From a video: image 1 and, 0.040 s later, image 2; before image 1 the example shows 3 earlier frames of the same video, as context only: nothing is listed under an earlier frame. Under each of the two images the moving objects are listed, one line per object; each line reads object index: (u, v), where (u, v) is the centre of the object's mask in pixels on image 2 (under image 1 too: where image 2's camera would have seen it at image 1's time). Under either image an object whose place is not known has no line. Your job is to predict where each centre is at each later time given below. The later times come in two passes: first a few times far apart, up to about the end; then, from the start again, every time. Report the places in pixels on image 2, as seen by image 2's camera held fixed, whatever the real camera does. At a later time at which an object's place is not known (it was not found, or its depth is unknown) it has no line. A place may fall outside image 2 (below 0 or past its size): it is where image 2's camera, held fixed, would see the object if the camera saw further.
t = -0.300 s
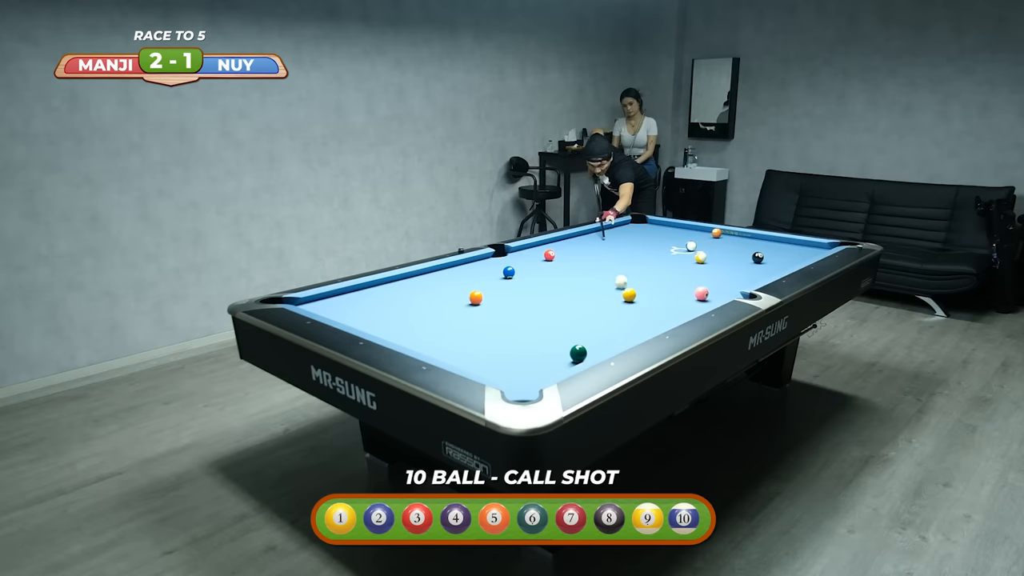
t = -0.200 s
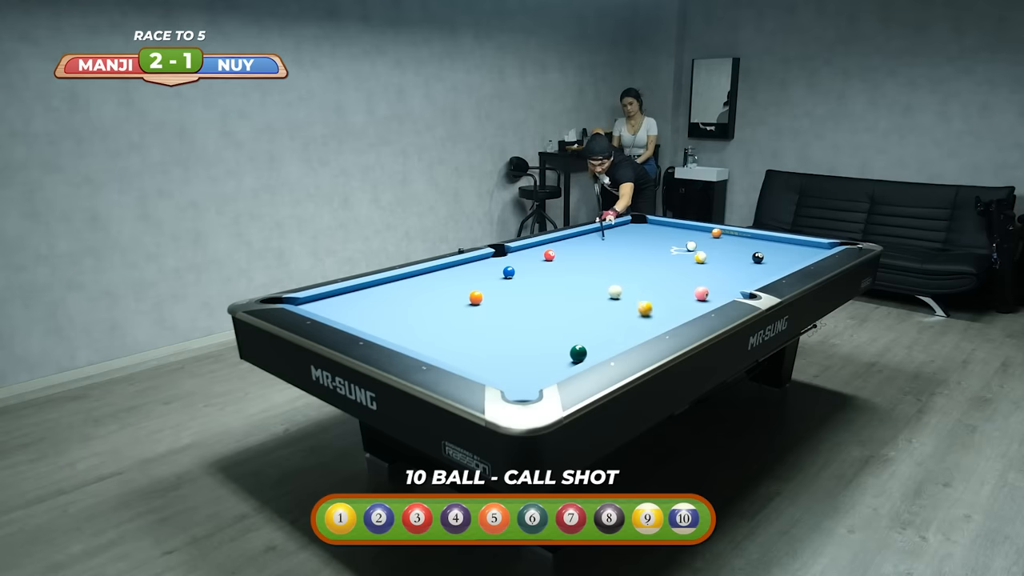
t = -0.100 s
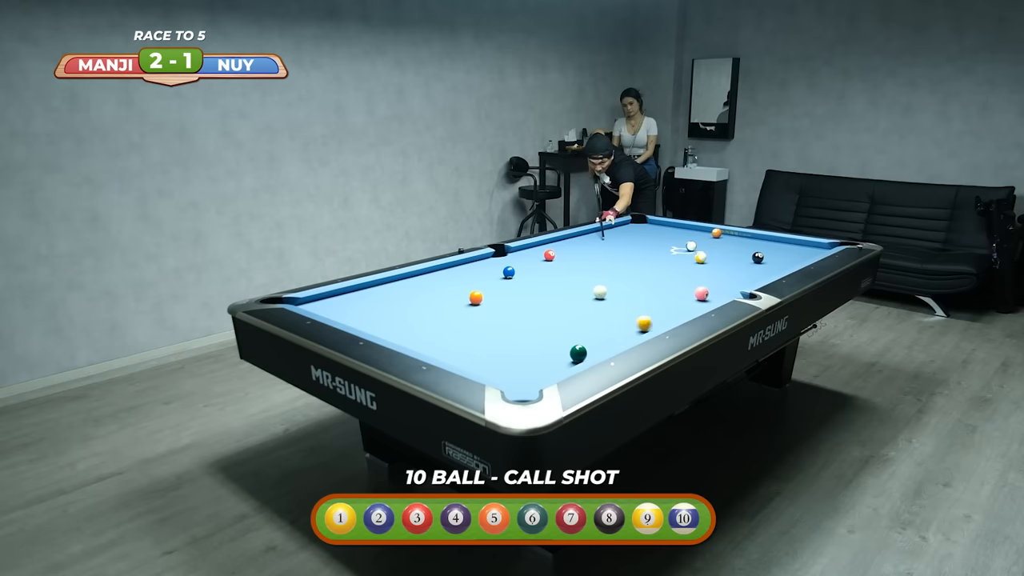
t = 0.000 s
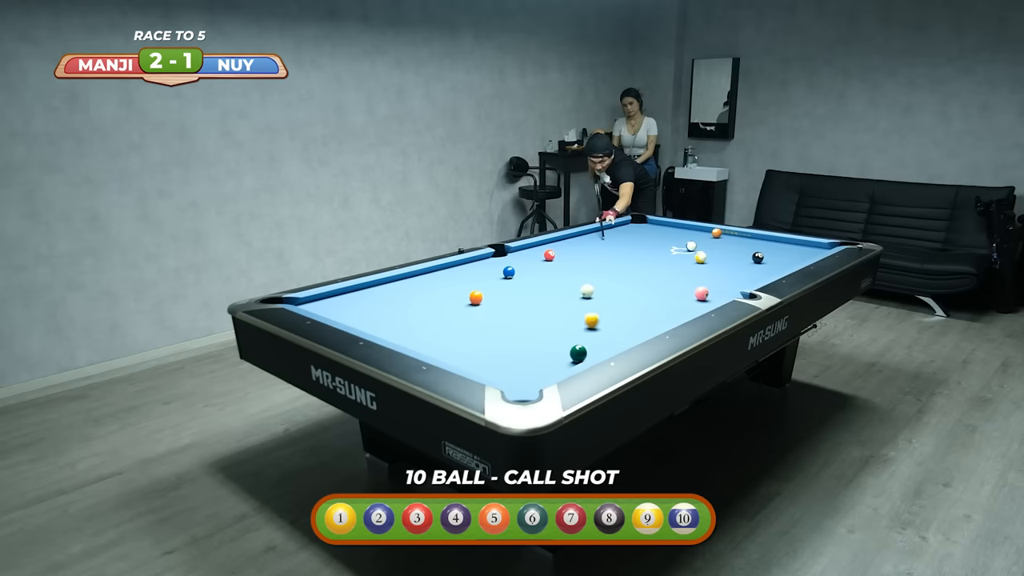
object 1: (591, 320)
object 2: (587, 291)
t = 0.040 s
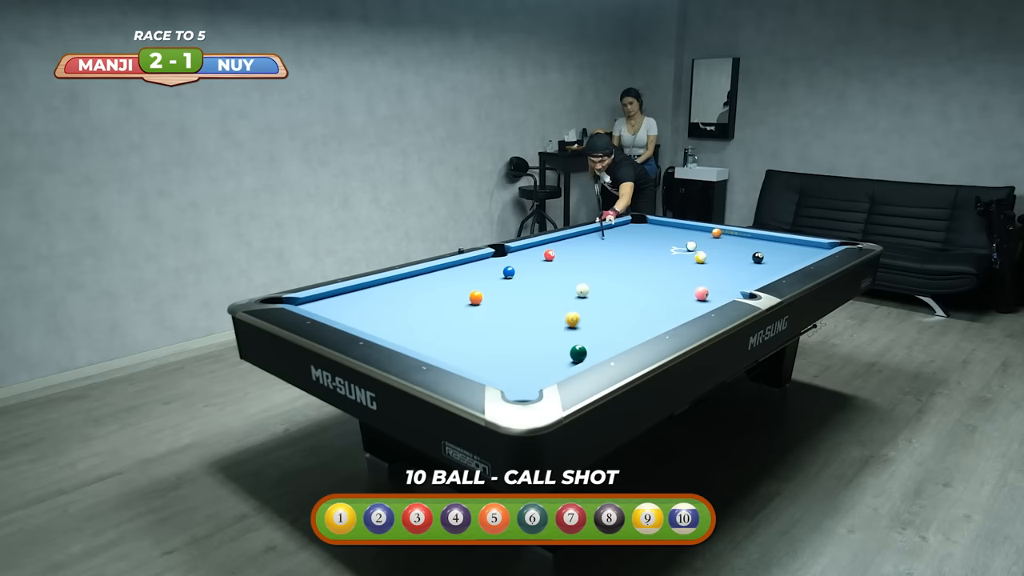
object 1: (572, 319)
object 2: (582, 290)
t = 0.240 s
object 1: (489, 316)
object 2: (560, 287)
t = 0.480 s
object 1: (401, 312)
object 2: (535, 283)
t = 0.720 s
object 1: (317, 308)
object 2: (513, 279)
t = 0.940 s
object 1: (310, 304)
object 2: (493, 276)
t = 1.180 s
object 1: (331, 311)
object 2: (474, 273)
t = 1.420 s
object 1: (350, 318)
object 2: (456, 270)
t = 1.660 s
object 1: (370, 325)
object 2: (442, 268)
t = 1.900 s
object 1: (391, 332)
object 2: (448, 270)
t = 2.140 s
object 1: (411, 339)
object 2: (453, 272)
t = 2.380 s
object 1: (431, 346)
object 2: (457, 274)
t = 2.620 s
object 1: (452, 353)
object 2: (462, 275)
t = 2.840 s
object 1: (470, 360)
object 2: (466, 276)
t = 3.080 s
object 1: (490, 367)
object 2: (469, 278)
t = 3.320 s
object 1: (510, 375)
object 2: (472, 278)
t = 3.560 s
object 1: (530, 382)
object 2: (474, 279)
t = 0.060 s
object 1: (563, 319)
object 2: (580, 290)
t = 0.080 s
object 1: (554, 319)
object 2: (577, 290)
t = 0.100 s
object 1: (545, 318)
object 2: (575, 289)
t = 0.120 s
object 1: (536, 318)
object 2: (573, 289)
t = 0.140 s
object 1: (528, 318)
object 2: (571, 289)
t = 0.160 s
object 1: (520, 317)
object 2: (569, 288)
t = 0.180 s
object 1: (512, 317)
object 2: (566, 288)
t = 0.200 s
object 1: (504, 316)
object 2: (564, 287)
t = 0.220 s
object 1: (496, 316)
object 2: (562, 287)
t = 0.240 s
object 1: (489, 316)
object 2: (560, 287)
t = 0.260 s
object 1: (481, 316)
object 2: (558, 286)
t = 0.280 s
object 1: (473, 315)
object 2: (556, 286)
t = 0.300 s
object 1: (466, 315)
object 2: (554, 286)
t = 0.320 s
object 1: (458, 315)
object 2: (552, 285)
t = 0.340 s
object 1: (451, 314)
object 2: (550, 285)
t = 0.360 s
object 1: (444, 314)
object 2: (548, 285)
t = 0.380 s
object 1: (437, 314)
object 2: (546, 284)
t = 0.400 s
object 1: (429, 314)
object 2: (543, 284)
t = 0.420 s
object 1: (422, 314)
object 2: (542, 284)
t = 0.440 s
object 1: (415, 313)
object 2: (539, 283)
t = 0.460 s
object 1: (408, 312)
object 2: (537, 283)
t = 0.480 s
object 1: (401, 312)
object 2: (535, 283)
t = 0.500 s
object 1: (394, 312)
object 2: (533, 282)
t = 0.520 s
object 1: (387, 311)
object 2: (531, 282)
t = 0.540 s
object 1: (380, 311)
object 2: (530, 282)
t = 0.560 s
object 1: (372, 311)
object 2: (528, 281)
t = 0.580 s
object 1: (366, 311)
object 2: (526, 281)
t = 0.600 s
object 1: (358, 310)
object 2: (524, 281)
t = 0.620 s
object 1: (351, 310)
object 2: (522, 281)
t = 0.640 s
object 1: (344, 310)
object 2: (521, 280)
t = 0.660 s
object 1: (338, 310)
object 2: (519, 280)
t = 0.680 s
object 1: (331, 309)
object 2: (517, 280)
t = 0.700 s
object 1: (324, 308)
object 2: (515, 279)
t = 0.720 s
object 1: (317, 308)
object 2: (513, 279)
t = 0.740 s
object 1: (311, 306)
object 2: (511, 279)
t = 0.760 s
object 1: (305, 305)
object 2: (510, 278)
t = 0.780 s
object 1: (303, 304)
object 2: (508, 278)
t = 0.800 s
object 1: (302, 303)
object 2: (506, 278)
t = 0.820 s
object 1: (302, 302)
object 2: (504, 278)
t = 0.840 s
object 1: (301, 301)
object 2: (502, 277)
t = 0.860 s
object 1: (302, 301)
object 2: (500, 277)
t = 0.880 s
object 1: (304, 302)
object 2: (499, 277)
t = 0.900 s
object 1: (306, 303)
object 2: (497, 276)
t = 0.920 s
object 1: (308, 303)
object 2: (495, 276)
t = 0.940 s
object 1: (310, 304)
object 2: (493, 276)
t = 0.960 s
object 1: (312, 305)
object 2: (492, 275)
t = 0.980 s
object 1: (314, 306)
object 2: (490, 275)
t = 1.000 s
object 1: (316, 306)
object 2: (489, 275)
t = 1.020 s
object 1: (317, 307)
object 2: (487, 275)
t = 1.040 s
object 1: (319, 307)
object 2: (485, 275)
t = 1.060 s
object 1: (321, 308)
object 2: (484, 274)
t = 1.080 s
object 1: (322, 309)
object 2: (482, 274)
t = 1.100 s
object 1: (324, 309)
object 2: (480, 274)
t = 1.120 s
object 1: (326, 310)
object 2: (479, 273)
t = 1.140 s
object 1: (327, 310)
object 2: (477, 273)
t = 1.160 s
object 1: (329, 311)
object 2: (476, 273)
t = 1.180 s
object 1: (331, 311)
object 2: (474, 273)
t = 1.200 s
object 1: (332, 312)
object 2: (472, 273)
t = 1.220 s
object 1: (334, 313)
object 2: (471, 272)
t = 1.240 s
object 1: (336, 313)
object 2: (469, 272)
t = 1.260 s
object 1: (337, 314)
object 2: (468, 272)
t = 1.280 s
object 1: (339, 314)
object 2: (466, 272)
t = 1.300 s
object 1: (340, 315)
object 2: (465, 271)
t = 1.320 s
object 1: (342, 316)
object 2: (463, 271)
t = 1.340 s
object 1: (344, 316)
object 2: (461, 271)
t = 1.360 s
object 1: (345, 316)
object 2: (460, 270)
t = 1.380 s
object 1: (347, 317)
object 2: (459, 270)
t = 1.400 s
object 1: (349, 317)
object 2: (457, 270)
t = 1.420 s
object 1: (350, 318)
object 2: (456, 270)
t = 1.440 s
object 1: (352, 319)
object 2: (454, 269)
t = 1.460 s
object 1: (354, 319)
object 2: (453, 269)
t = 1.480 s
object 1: (355, 320)
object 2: (451, 269)
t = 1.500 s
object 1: (357, 320)
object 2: (450, 269)
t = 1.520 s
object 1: (359, 321)
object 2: (448, 268)
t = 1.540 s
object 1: (360, 321)
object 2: (447, 268)
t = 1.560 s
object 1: (362, 322)
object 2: (446, 268)
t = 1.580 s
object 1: (364, 323)
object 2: (444, 268)
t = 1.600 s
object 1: (366, 323)
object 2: (443, 268)
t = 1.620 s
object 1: (367, 324)
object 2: (441, 268)
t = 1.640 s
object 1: (369, 324)
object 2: (442, 268)
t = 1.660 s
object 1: (370, 325)
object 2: (442, 268)
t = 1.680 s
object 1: (372, 326)
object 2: (443, 268)
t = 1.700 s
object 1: (374, 326)
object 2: (443, 268)
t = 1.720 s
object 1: (376, 327)
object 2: (444, 268)
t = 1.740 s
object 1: (377, 327)
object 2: (444, 268)
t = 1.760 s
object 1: (379, 328)
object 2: (445, 268)
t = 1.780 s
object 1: (381, 329)
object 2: (445, 269)
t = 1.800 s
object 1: (382, 329)
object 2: (446, 269)
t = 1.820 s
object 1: (384, 329)
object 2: (446, 269)
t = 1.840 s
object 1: (386, 330)
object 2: (446, 269)
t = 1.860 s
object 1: (387, 331)
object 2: (447, 269)
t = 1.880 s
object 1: (389, 331)
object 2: (447, 270)
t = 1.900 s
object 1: (391, 332)
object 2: (448, 270)
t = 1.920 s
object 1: (392, 333)
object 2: (448, 270)
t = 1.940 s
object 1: (394, 333)
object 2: (449, 270)
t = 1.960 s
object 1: (396, 334)
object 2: (449, 270)
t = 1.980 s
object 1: (398, 334)
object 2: (450, 270)
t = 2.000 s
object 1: (399, 335)
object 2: (450, 270)
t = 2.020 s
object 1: (401, 335)
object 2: (451, 271)
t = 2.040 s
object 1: (402, 336)
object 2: (451, 271)
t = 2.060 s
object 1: (404, 336)
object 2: (451, 271)
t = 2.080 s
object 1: (406, 337)
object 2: (452, 271)
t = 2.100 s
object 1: (408, 338)
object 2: (452, 272)
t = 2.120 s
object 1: (409, 338)
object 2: (452, 272)
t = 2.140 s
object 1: (411, 339)
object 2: (453, 272)
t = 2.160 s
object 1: (413, 340)
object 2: (453, 272)
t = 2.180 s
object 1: (415, 340)
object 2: (454, 272)
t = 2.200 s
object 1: (416, 341)
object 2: (454, 272)
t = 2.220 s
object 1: (418, 341)
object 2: (454, 272)
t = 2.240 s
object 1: (420, 342)
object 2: (455, 272)
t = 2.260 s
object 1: (421, 342)
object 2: (455, 273)
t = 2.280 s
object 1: (423, 343)
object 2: (456, 273)
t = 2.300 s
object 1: (425, 344)
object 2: (456, 273)
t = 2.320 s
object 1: (426, 344)
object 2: (456, 273)
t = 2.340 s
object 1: (428, 345)
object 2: (456, 273)
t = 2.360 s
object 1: (430, 345)
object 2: (457, 273)
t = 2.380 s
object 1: (431, 346)
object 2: (457, 274)
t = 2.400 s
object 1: (433, 346)
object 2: (458, 274)
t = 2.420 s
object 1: (435, 347)
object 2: (458, 274)
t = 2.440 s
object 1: (436, 348)
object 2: (459, 274)
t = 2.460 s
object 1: (438, 348)
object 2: (459, 274)
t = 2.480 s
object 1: (440, 349)
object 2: (459, 274)
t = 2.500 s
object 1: (441, 350)
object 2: (460, 274)
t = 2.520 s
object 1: (443, 350)
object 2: (460, 275)
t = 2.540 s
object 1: (445, 351)
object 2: (460, 275)
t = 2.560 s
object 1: (447, 351)
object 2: (461, 275)
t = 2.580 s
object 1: (448, 352)
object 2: (461, 275)
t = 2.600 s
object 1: (450, 353)
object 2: (461, 275)
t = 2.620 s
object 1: (452, 353)
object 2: (462, 275)
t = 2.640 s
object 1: (453, 354)
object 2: (462, 275)
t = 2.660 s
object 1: (455, 354)
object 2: (463, 275)
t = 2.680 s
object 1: (457, 355)
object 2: (463, 275)
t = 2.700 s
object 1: (458, 356)
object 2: (464, 276)
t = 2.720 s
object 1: (460, 356)
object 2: (464, 276)
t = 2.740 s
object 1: (462, 357)
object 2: (464, 276)
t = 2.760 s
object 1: (463, 357)
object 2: (464, 276)
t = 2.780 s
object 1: (465, 358)
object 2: (465, 276)
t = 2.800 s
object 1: (467, 358)
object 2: (465, 276)
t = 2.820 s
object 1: (469, 359)
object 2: (465, 276)
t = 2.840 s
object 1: (470, 360)
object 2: (466, 276)
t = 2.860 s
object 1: (472, 360)
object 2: (466, 276)
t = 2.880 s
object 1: (474, 361)
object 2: (466, 277)
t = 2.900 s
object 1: (475, 362)
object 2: (467, 277)
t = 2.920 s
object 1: (477, 362)
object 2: (467, 277)
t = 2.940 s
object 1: (479, 363)
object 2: (467, 277)
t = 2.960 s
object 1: (480, 364)
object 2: (467, 277)
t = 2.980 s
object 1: (482, 364)
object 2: (468, 277)
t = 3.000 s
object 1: (484, 365)
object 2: (468, 277)
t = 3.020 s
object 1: (485, 365)
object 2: (468, 277)
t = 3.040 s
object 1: (487, 366)
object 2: (468, 277)
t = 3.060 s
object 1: (489, 367)
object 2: (469, 277)
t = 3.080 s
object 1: (490, 367)
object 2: (469, 278)
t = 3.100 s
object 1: (492, 368)
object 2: (469, 278)
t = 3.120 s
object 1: (494, 369)
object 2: (470, 278)
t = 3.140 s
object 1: (495, 369)
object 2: (470, 278)
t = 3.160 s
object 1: (497, 370)
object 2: (470, 278)
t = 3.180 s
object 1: (499, 370)
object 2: (471, 278)
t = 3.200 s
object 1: (500, 371)
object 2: (471, 278)
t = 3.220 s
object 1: (502, 372)
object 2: (471, 278)
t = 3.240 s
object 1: (504, 372)
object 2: (471, 278)
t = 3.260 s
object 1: (505, 373)
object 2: (471, 278)
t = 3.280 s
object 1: (507, 373)
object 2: (472, 278)
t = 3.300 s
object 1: (509, 374)
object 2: (472, 278)
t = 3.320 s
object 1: (510, 375)
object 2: (472, 278)
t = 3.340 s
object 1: (512, 375)
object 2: (472, 278)
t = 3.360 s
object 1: (514, 376)
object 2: (472, 279)
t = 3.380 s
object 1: (515, 377)
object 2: (472, 279)
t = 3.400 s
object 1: (517, 377)
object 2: (473, 279)
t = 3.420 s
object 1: (519, 378)
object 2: (473, 279)
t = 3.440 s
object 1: (520, 378)
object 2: (473, 279)
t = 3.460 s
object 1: (522, 379)
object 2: (473, 279)
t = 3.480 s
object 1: (524, 379)
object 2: (474, 279)
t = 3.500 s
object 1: (525, 380)
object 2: (474, 279)
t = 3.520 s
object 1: (527, 381)
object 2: (474, 279)
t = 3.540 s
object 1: (528, 381)
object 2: (474, 279)
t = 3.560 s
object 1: (530, 382)
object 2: (474, 279)
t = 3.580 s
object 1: (532, 382)
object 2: (474, 279)
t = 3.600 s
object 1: (533, 383)
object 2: (475, 279)
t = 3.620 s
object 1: (533, 383)
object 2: (475, 279)
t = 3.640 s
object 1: (532, 383)
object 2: (475, 279)
